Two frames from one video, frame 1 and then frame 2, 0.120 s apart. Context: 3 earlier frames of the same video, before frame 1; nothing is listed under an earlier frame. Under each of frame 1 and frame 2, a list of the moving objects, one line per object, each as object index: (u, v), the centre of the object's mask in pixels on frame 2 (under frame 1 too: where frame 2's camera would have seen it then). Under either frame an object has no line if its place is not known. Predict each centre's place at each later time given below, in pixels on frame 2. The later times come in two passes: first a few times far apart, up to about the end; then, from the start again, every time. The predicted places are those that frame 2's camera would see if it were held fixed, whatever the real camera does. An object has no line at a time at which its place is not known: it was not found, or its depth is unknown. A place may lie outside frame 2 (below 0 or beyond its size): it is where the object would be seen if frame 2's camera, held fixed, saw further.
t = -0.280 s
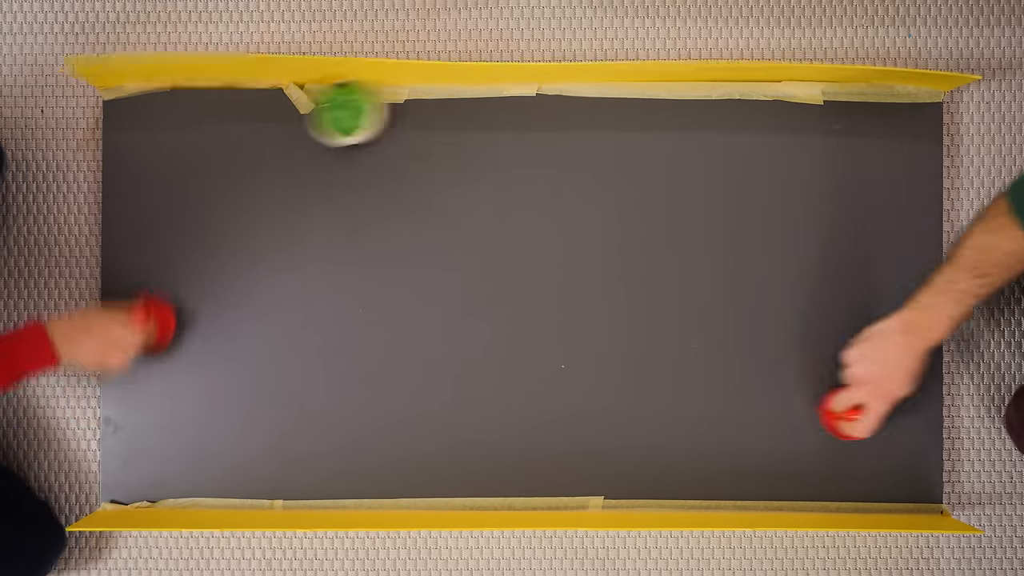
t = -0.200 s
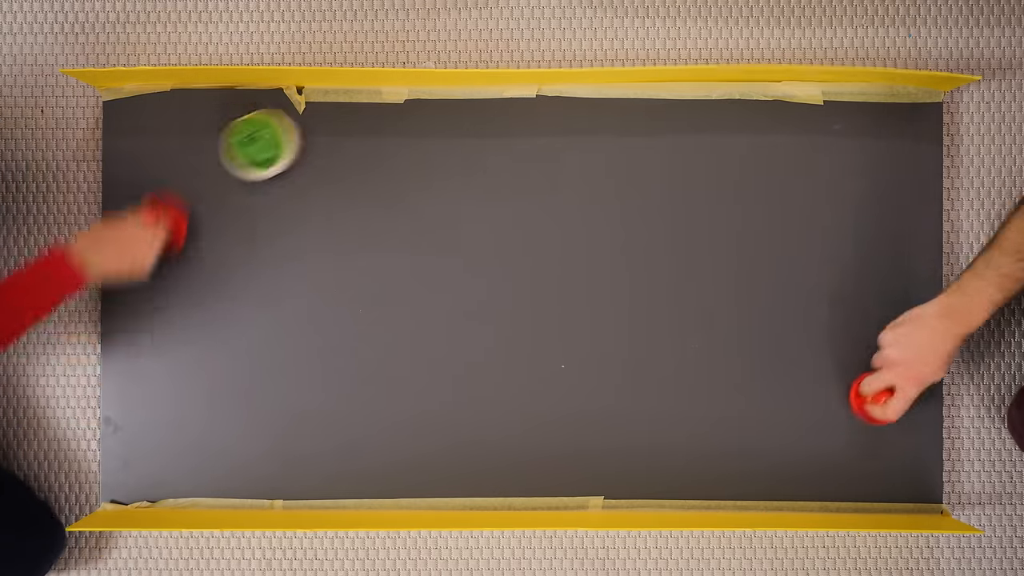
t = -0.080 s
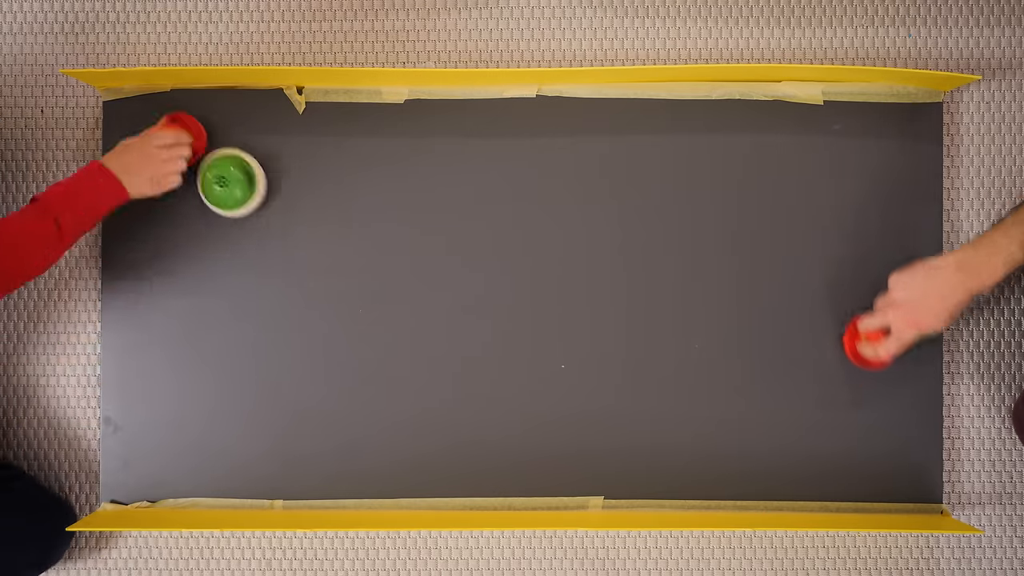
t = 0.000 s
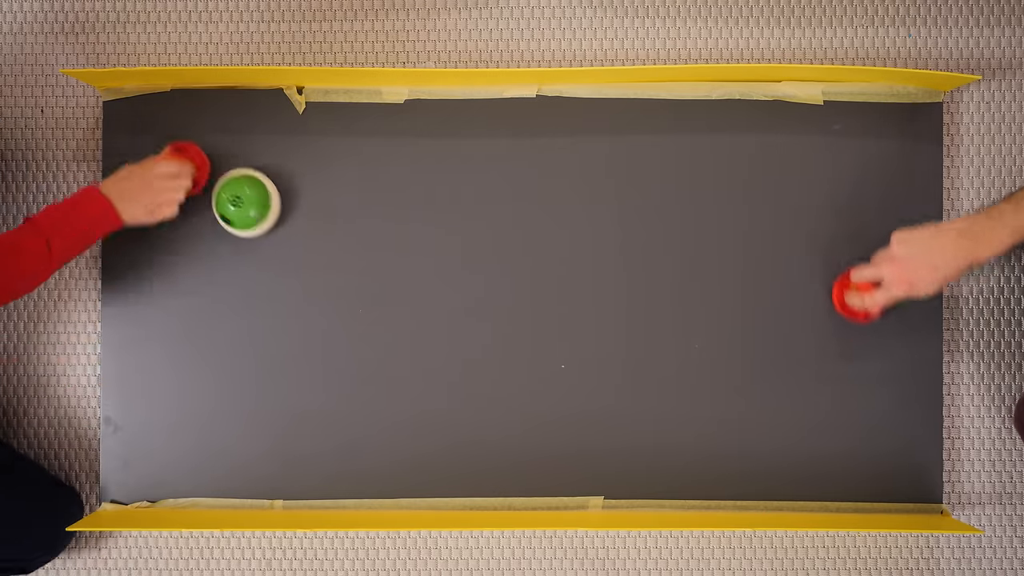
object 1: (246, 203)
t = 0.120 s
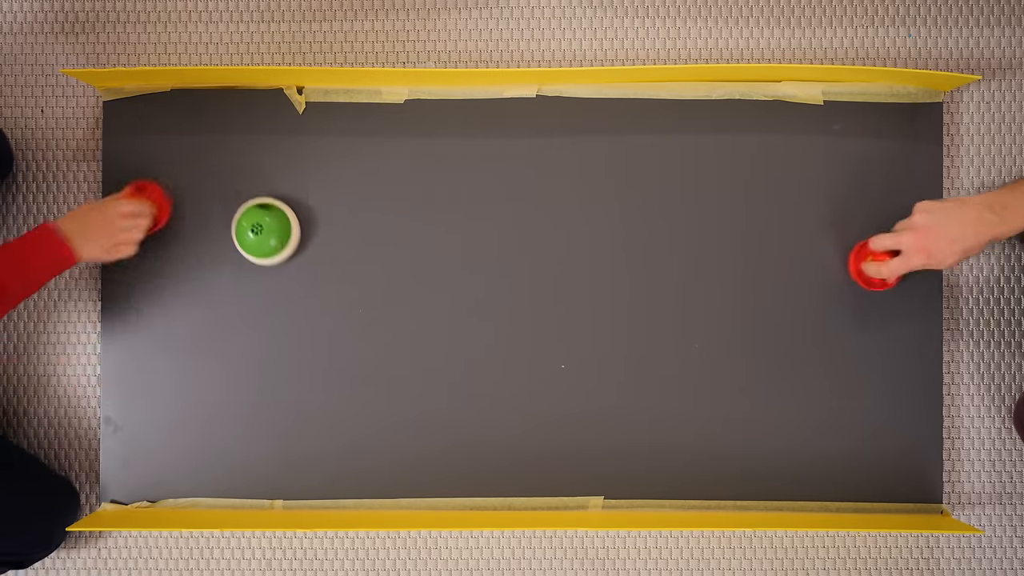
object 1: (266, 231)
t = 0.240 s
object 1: (284, 256)
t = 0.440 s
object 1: (315, 298)
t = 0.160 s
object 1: (272, 240)
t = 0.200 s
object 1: (278, 248)
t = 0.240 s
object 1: (284, 256)
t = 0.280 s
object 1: (290, 265)
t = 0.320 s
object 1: (296, 273)
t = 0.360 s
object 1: (302, 281)
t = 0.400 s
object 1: (309, 290)
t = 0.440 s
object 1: (315, 298)
